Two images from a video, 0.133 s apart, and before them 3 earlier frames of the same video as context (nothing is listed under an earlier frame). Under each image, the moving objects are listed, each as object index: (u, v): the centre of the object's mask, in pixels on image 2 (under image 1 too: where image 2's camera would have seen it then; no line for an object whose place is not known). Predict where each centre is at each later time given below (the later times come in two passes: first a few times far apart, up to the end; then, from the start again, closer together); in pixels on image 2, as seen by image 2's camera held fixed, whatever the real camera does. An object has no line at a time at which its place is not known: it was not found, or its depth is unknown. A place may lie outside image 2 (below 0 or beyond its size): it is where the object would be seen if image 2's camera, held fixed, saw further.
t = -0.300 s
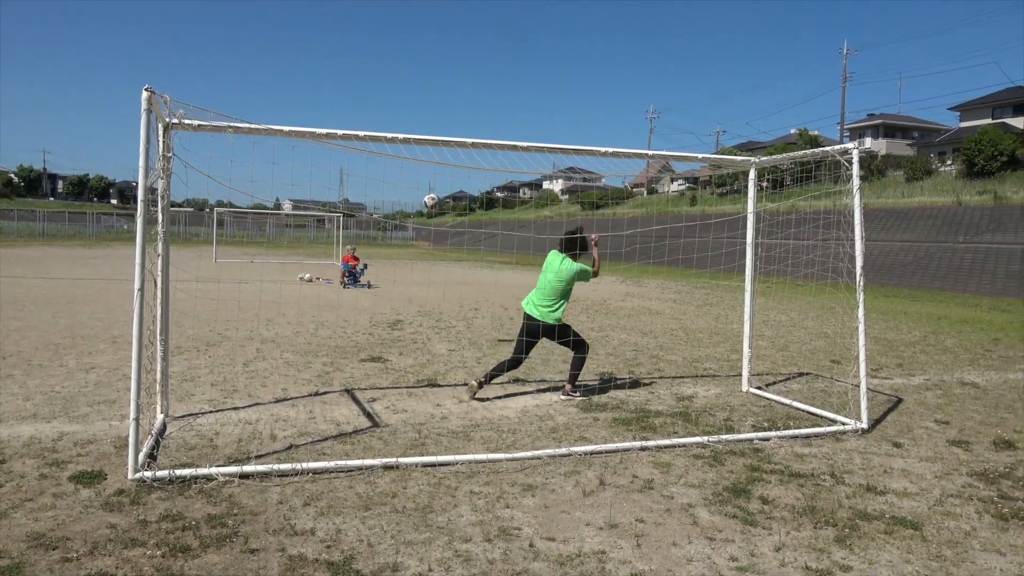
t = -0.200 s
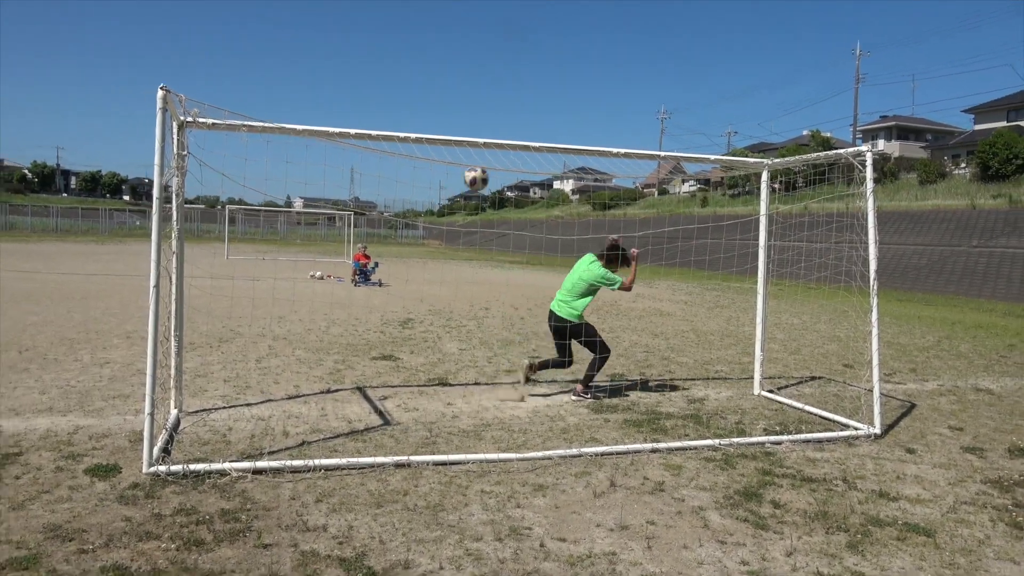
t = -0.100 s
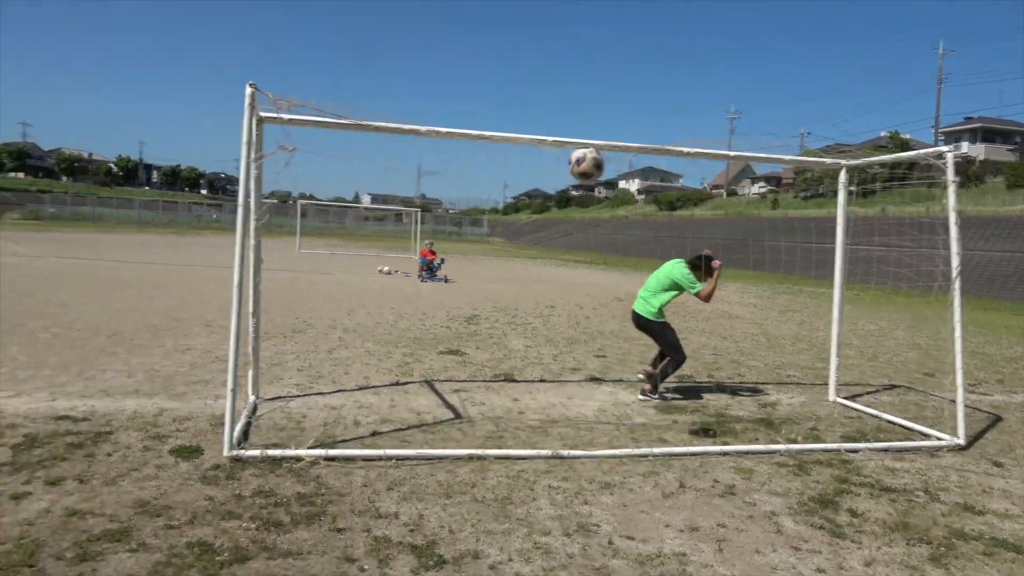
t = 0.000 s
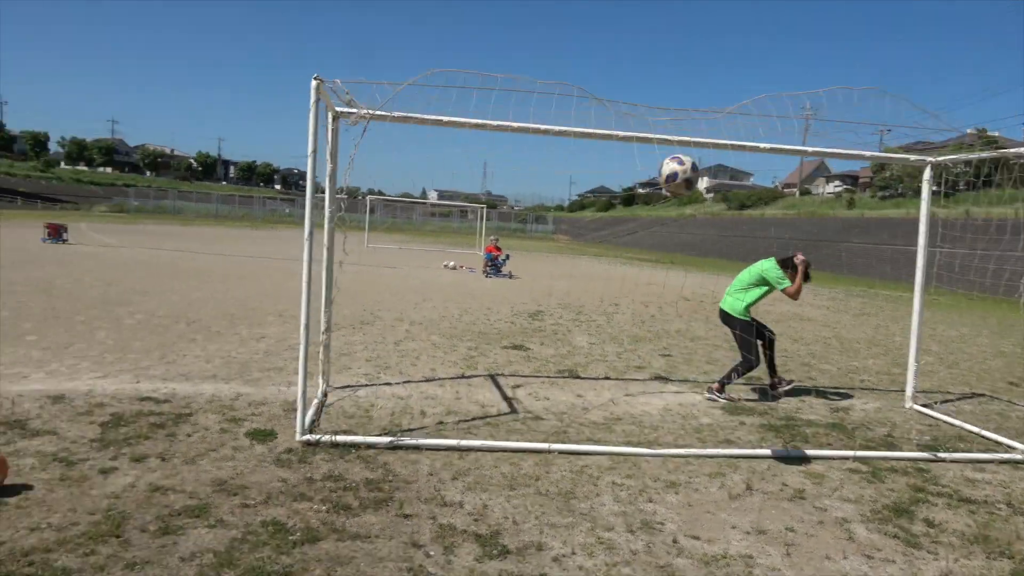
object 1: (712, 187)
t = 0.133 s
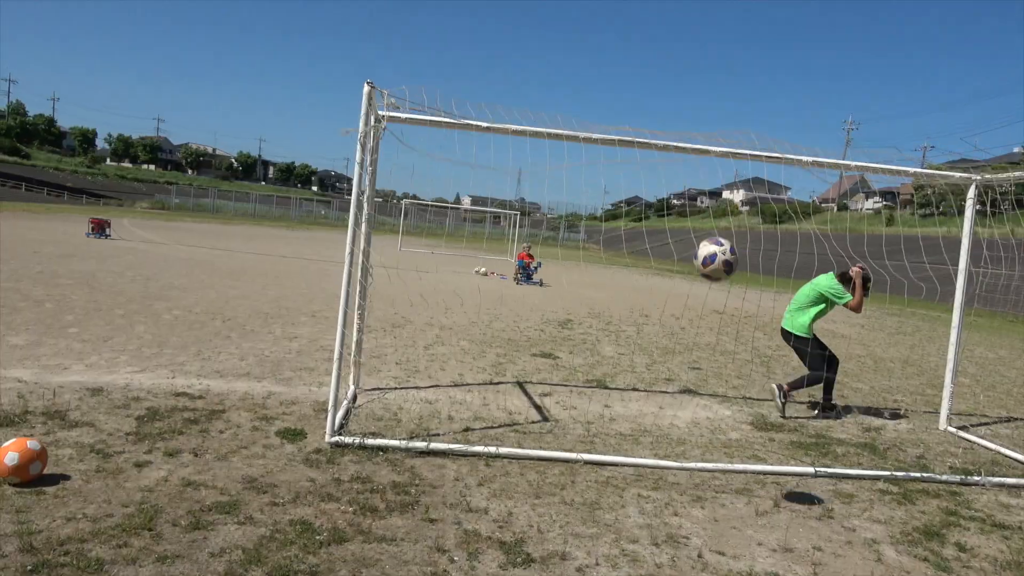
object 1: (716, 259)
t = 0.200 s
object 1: (708, 321)
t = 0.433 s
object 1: (670, 434)
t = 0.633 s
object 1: (650, 326)
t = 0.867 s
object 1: (624, 331)
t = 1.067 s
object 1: (608, 393)
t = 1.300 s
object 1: (598, 344)
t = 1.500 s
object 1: (587, 337)
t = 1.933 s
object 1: (571, 338)
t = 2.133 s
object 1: (567, 343)
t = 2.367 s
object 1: (564, 345)
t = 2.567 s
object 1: (562, 339)
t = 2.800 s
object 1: (558, 346)
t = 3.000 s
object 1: (556, 349)
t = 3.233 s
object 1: (556, 343)
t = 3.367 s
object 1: (557, 338)
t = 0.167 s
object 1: (713, 289)
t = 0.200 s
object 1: (708, 321)
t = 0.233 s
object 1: (702, 357)
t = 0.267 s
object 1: (696, 394)
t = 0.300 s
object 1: (690, 434)
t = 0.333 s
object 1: (684, 472)
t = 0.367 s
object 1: (676, 502)
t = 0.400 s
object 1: (673, 465)
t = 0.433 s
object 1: (670, 434)
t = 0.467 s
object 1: (667, 407)
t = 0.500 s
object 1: (664, 384)
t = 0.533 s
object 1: (660, 364)
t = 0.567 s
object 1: (656, 347)
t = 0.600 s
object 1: (653, 335)
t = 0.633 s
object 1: (650, 326)
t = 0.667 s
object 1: (646, 320)
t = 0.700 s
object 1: (643, 316)
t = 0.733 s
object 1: (639, 315)
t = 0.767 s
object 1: (635, 316)
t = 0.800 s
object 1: (631, 320)
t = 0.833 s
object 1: (628, 324)
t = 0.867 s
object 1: (624, 331)
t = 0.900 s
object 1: (620, 339)
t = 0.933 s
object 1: (617, 347)
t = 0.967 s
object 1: (615, 357)
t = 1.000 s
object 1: (613, 368)
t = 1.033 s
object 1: (609, 379)
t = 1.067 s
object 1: (608, 393)
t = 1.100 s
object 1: (606, 399)
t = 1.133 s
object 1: (605, 385)
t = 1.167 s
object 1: (604, 375)
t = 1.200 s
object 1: (602, 365)
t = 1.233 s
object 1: (601, 357)
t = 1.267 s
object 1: (599, 350)
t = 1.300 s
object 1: (598, 344)
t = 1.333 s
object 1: (596, 340)
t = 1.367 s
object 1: (595, 337)
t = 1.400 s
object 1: (593, 335)
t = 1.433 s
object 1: (591, 335)
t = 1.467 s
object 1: (590, 335)
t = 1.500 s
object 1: (587, 337)
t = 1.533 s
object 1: (585, 340)
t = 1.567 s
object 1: (583, 344)
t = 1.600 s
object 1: (580, 349)
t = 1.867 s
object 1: (571, 345)
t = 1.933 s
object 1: (571, 338)
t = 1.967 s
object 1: (571, 336)
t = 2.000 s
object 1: (570, 335)
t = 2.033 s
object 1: (570, 335)
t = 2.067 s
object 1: (569, 337)
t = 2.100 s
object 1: (568, 340)
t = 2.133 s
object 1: (567, 343)
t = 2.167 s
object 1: (567, 348)
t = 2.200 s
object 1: (566, 353)
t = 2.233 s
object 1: (564, 360)
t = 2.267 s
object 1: (564, 362)
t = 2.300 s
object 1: (564, 356)
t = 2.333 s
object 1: (563, 349)
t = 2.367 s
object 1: (564, 345)
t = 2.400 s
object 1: (563, 342)
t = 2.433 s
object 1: (563, 339)
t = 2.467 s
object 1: (563, 337)
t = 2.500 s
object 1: (562, 337)
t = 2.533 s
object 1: (562, 337)
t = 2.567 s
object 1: (562, 339)
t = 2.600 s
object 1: (561, 341)
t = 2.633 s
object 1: (561, 345)
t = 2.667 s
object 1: (559, 349)
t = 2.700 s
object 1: (559, 354)
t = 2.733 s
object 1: (559, 353)
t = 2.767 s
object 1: (558, 349)
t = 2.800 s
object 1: (558, 346)
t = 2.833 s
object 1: (558, 344)
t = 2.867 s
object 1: (558, 343)
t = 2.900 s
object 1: (557, 343)
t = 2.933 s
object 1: (557, 344)
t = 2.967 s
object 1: (557, 346)
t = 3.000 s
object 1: (556, 349)
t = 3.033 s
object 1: (556, 346)
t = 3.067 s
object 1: (556, 343)
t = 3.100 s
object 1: (557, 341)
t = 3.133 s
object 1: (557, 340)
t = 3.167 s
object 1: (557, 340)
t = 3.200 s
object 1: (557, 341)
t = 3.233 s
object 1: (556, 343)
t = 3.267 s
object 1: (556, 343)
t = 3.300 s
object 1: (557, 340)
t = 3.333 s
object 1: (557, 338)
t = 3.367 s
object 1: (557, 338)
